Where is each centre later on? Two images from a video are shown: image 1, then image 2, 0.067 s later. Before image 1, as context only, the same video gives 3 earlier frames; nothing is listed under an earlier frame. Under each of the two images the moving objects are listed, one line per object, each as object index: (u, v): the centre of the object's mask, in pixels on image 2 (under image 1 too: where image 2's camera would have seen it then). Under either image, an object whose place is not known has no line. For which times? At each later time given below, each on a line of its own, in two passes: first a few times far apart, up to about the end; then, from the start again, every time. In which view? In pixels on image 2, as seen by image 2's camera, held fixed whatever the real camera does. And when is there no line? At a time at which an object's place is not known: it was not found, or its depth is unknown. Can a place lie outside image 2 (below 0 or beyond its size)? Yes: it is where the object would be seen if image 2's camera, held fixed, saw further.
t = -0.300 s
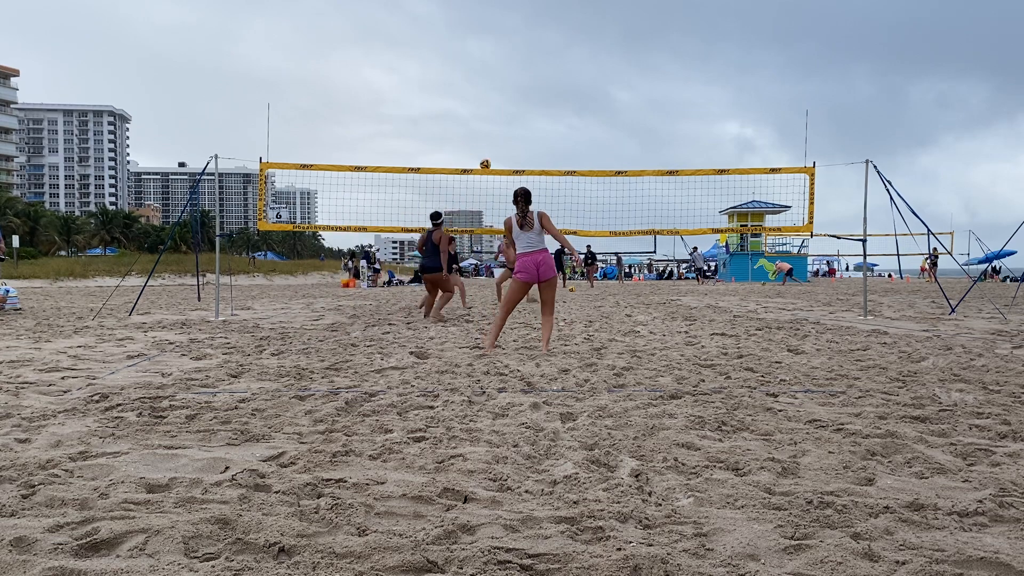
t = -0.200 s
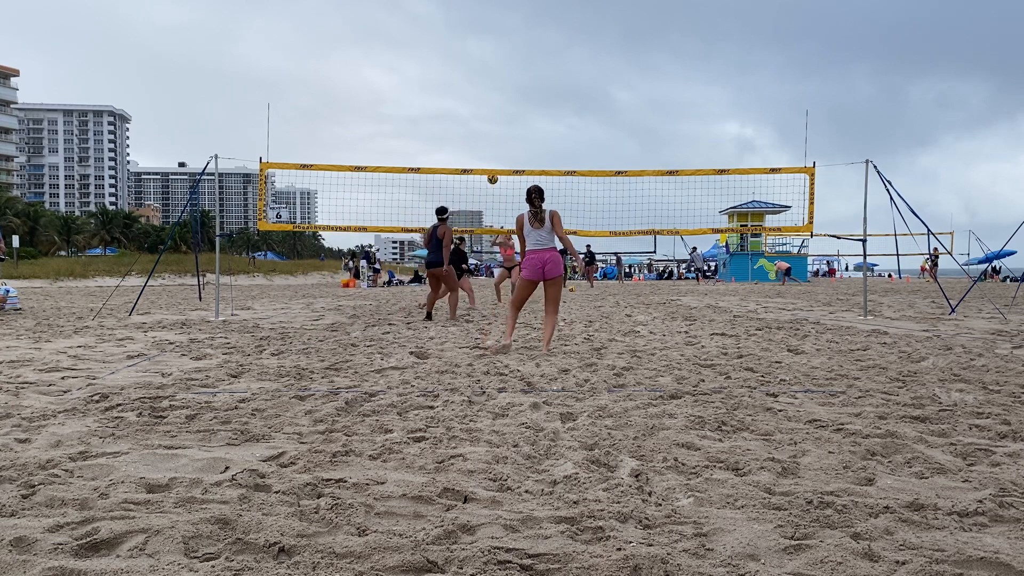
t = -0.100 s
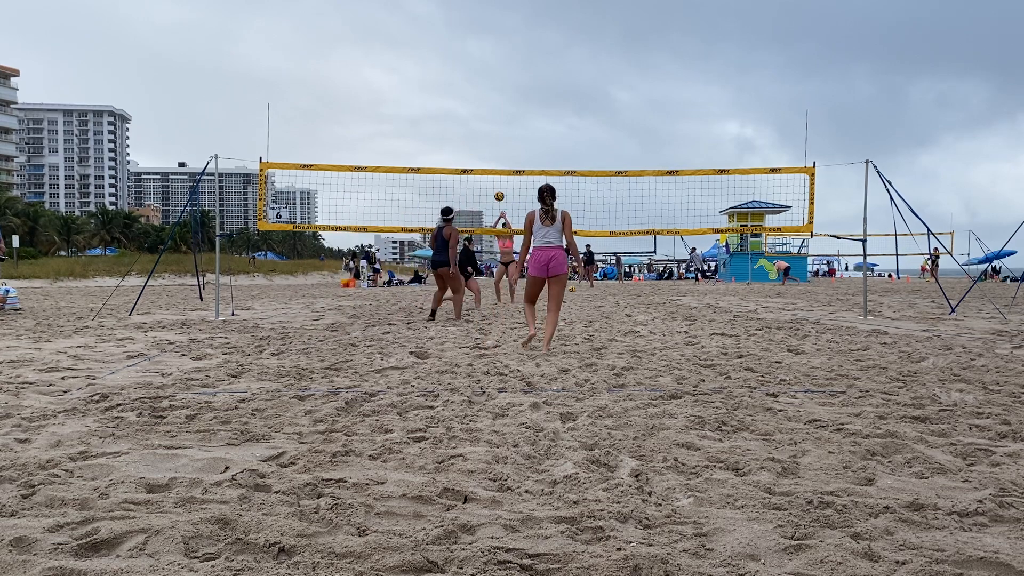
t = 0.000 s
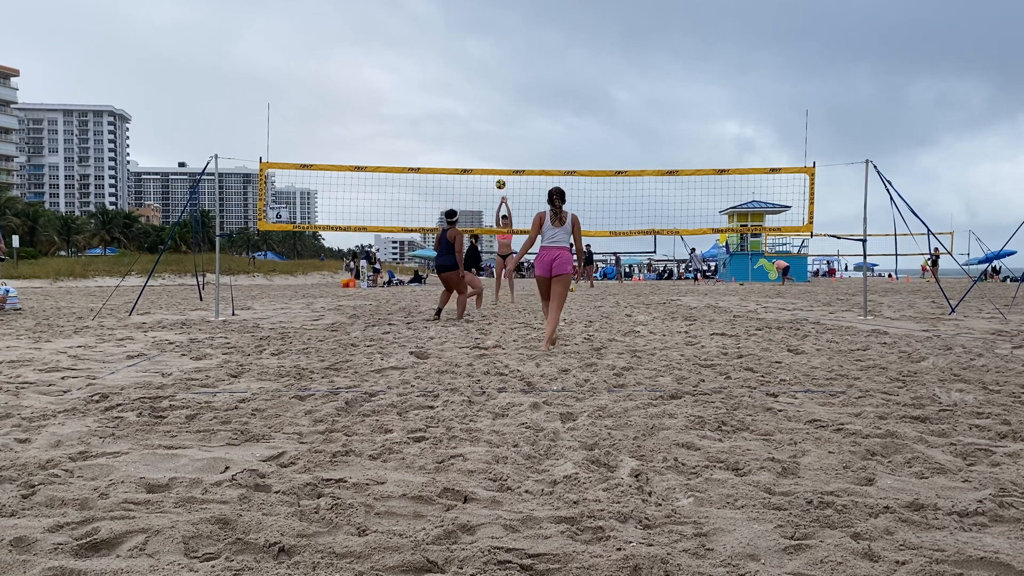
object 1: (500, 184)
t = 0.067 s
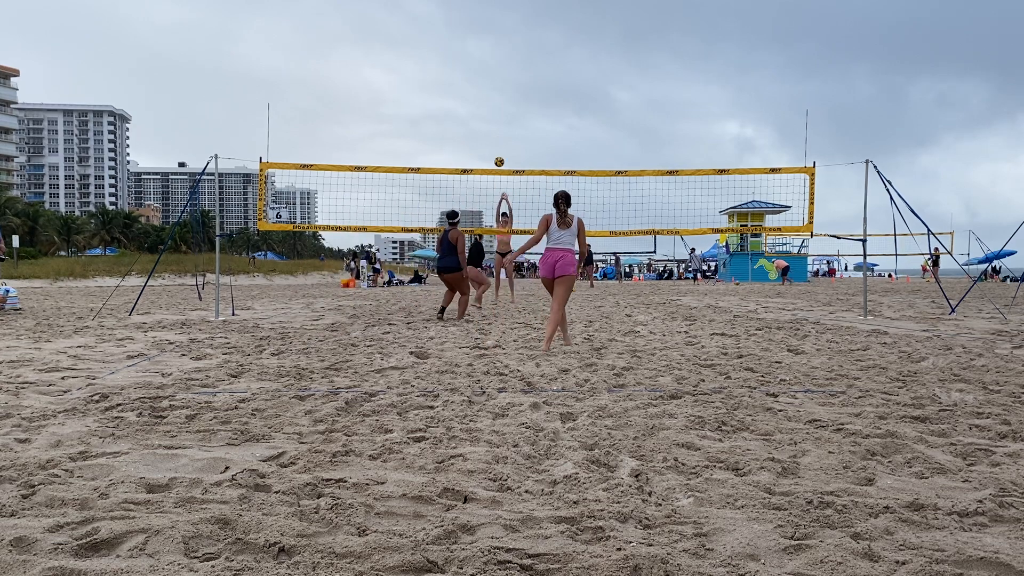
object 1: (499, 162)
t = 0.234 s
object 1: (496, 115)
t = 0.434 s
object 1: (492, 75)
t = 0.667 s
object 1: (489, 52)
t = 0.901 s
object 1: (487, 58)
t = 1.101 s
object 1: (486, 86)
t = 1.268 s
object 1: (485, 126)
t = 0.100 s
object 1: (498, 151)
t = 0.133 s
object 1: (498, 141)
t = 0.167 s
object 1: (497, 132)
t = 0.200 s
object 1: (496, 123)
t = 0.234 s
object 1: (496, 115)
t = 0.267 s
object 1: (495, 107)
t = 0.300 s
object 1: (494, 99)
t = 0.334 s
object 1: (494, 92)
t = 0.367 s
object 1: (493, 86)
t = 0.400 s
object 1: (493, 80)
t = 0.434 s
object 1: (492, 75)
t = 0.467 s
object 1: (492, 70)
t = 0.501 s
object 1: (491, 65)
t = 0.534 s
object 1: (491, 62)
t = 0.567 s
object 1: (491, 59)
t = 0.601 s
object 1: (490, 56)
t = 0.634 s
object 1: (490, 54)
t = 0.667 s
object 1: (489, 52)
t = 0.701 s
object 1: (489, 51)
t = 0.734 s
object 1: (489, 51)
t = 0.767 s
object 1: (488, 51)
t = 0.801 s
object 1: (488, 52)
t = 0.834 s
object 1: (488, 53)
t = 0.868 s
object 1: (487, 55)
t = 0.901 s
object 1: (487, 58)
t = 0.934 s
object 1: (487, 61)
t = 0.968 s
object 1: (486, 65)
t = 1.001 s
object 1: (486, 69)
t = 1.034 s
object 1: (486, 74)
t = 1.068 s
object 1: (486, 79)
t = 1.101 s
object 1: (486, 86)
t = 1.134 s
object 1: (485, 92)
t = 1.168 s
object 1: (485, 100)
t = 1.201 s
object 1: (485, 108)
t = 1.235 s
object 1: (485, 117)
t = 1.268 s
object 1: (485, 126)
